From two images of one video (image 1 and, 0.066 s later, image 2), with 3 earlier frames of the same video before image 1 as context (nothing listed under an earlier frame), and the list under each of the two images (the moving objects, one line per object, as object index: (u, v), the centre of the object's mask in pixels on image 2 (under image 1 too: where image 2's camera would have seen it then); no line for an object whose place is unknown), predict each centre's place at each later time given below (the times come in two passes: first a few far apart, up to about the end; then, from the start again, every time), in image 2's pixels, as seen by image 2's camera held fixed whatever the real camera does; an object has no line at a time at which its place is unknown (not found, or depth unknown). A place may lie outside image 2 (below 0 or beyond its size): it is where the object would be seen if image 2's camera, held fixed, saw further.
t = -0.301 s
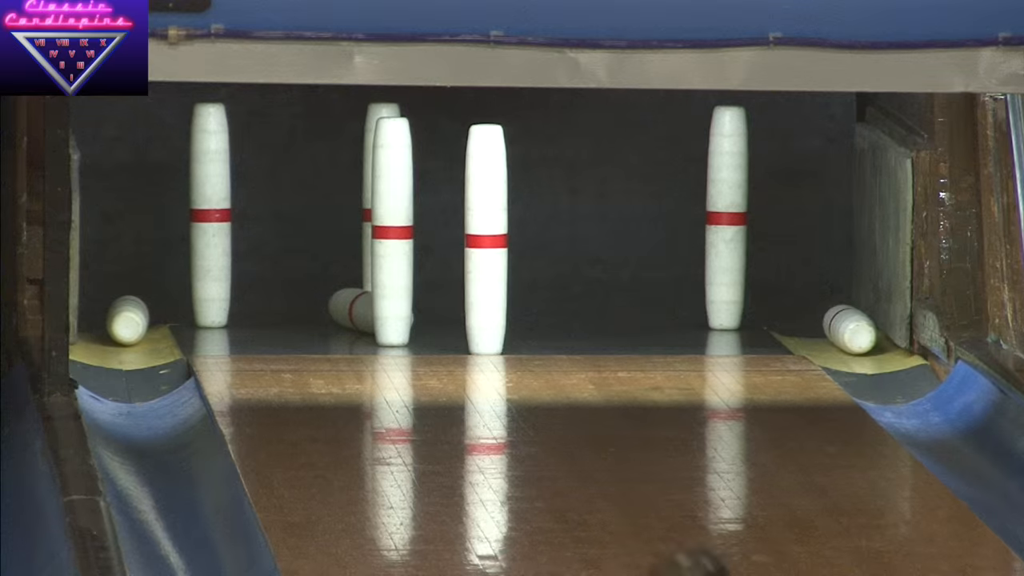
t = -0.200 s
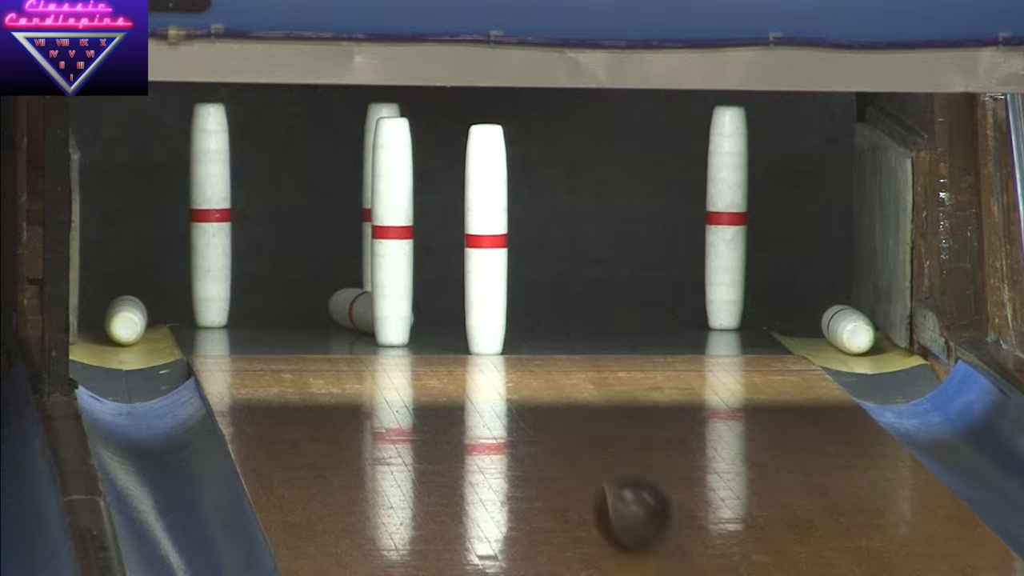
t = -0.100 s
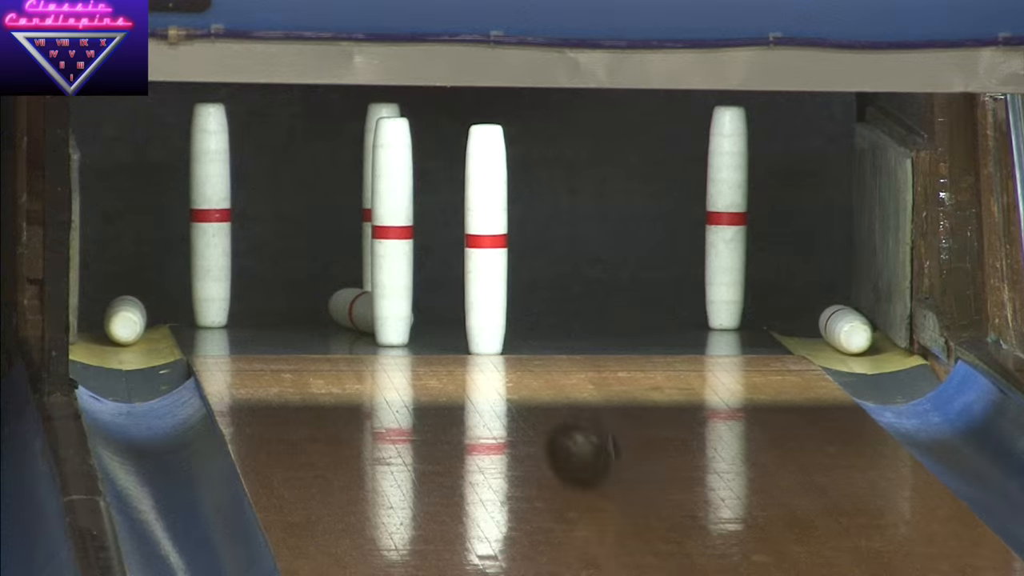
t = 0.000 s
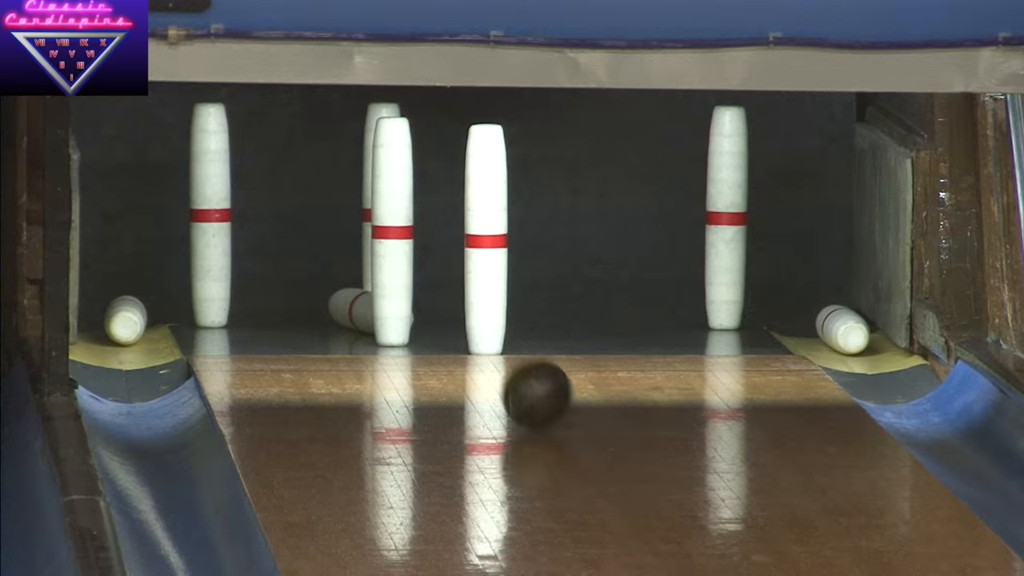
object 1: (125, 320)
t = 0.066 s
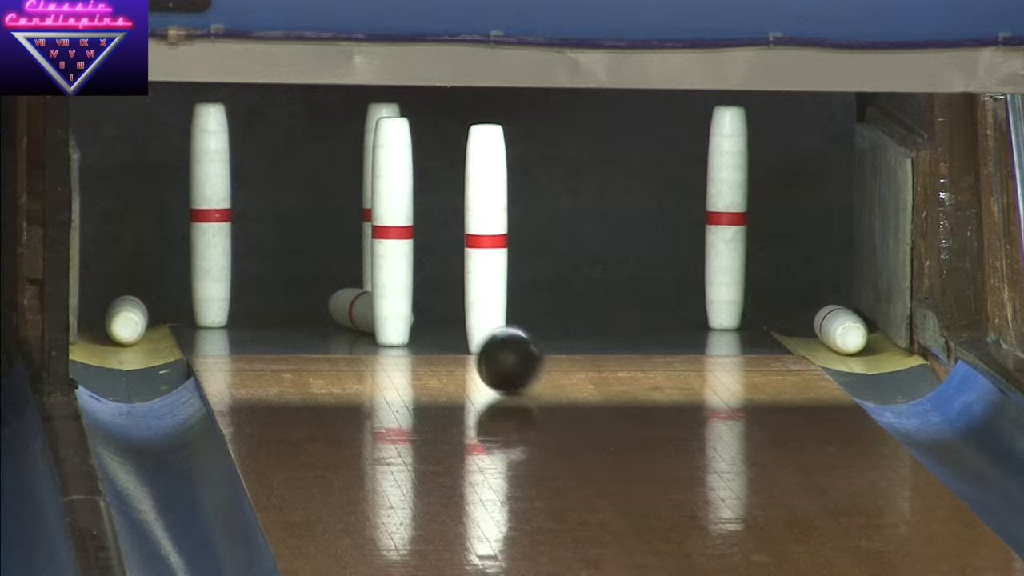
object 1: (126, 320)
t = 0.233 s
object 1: (129, 320)
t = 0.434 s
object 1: (131, 320)
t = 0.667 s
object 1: (109, 319)
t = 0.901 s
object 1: (113, 319)
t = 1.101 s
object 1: (131, 320)
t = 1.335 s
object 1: (148, 319)
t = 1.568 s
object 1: (143, 319)
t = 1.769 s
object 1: (127, 320)
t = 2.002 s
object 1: (109, 319)
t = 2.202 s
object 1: (102, 319)
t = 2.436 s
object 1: (108, 319)
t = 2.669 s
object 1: (125, 320)
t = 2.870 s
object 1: (141, 320)
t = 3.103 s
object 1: (147, 319)
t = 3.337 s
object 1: (135, 320)
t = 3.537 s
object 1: (119, 320)
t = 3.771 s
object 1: (107, 319)
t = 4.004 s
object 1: (106, 319)
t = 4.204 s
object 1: (116, 319)
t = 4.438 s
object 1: (132, 320)
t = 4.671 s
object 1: (145, 319)
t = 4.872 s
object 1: (144, 319)
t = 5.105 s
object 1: (129, 320)
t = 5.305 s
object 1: (116, 319)
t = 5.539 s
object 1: (108, 319)
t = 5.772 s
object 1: (110, 319)
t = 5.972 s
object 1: (119, 320)
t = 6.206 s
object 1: (133, 320)
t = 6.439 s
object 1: (144, 319)
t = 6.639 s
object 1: (141, 320)
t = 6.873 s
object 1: (129, 320)
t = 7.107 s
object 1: (116, 320)
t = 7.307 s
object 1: (110, 319)
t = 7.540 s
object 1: (111, 319)
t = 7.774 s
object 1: (119, 320)
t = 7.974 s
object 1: (131, 320)
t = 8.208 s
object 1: (141, 320)
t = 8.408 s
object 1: (142, 320)
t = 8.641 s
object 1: (133, 320)
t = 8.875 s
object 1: (121, 320)
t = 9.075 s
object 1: (114, 319)
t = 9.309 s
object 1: (112, 319)
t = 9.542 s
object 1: (117, 320)
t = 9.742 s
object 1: (126, 320)
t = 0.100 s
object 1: (127, 320)
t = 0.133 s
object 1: (128, 320)
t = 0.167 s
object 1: (128, 320)
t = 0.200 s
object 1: (129, 320)
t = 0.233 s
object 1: (129, 320)
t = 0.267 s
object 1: (130, 320)
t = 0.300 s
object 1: (130, 320)
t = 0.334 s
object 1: (130, 320)
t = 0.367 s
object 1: (130, 320)
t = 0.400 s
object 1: (131, 320)
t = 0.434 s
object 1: (131, 320)
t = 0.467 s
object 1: (131, 320)
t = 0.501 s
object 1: (130, 322)
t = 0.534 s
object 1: (131, 320)
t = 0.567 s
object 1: (127, 319)
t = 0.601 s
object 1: (119, 319)
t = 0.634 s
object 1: (113, 319)
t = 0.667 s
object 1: (109, 319)
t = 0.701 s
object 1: (106, 319)
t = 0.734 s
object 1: (105, 319)
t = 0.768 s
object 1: (104, 319)
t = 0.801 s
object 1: (105, 319)
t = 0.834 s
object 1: (107, 319)
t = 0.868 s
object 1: (110, 319)
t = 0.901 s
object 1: (113, 319)
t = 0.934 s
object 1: (116, 320)
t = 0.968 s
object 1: (119, 320)
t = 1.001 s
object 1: (122, 320)
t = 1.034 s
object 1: (125, 320)
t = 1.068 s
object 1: (128, 320)
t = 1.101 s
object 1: (131, 320)
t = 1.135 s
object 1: (134, 320)
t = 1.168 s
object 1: (137, 320)
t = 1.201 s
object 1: (140, 320)
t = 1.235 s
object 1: (142, 320)
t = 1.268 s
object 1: (144, 319)
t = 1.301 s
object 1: (146, 319)
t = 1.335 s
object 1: (148, 319)
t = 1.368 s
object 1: (149, 319)
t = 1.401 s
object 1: (149, 319)
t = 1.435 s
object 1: (149, 319)
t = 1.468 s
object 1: (148, 319)
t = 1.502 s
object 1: (147, 319)
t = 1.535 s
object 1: (145, 319)
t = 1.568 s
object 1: (143, 319)
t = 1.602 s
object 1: (141, 319)
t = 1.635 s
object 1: (138, 320)
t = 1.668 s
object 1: (136, 320)
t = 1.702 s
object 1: (133, 320)
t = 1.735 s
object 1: (130, 320)
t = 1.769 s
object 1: (127, 320)
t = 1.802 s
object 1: (124, 320)
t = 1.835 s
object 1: (121, 320)
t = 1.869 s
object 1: (119, 320)
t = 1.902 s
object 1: (116, 320)
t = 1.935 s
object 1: (114, 319)
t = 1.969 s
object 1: (111, 319)
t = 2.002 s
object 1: (109, 319)
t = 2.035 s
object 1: (107, 319)
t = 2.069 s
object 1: (106, 319)
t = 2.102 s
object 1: (104, 319)
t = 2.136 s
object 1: (103, 319)
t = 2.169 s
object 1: (103, 319)
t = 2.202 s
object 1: (102, 319)
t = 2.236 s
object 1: (102, 319)
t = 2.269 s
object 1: (103, 319)
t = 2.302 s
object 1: (103, 319)
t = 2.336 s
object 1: (104, 319)
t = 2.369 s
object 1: (105, 319)
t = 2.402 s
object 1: (106, 319)
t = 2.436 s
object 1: (108, 319)
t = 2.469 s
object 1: (110, 319)
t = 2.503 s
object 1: (112, 319)
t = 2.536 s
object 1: (114, 319)
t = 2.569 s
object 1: (117, 320)
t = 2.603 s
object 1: (119, 320)
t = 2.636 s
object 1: (122, 320)
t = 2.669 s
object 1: (125, 320)
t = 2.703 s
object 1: (128, 320)
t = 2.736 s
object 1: (131, 320)
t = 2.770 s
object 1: (133, 320)
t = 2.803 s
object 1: (136, 320)
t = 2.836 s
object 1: (138, 320)
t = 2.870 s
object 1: (141, 320)
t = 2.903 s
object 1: (143, 320)
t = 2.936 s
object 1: (145, 319)
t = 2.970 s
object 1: (146, 319)
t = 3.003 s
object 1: (147, 319)
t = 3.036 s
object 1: (148, 319)
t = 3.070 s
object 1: (148, 319)
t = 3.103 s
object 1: (147, 319)
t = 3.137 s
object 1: (147, 319)
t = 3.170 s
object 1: (145, 319)
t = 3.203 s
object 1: (144, 320)
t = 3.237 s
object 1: (142, 320)
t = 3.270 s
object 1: (140, 320)
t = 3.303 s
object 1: (137, 320)
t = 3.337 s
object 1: (135, 320)
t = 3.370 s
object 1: (132, 320)
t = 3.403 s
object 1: (130, 320)
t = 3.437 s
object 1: (127, 320)
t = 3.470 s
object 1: (124, 320)
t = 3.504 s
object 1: (122, 320)
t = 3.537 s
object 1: (119, 320)
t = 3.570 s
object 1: (117, 320)
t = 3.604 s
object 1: (115, 320)
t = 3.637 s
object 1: (113, 319)
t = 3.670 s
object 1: (111, 319)
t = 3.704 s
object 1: (110, 319)
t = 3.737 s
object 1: (108, 319)
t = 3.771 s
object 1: (107, 319)
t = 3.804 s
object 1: (106, 319)
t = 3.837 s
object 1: (105, 319)
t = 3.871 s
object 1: (105, 319)
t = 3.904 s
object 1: (105, 319)
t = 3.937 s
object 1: (105, 319)
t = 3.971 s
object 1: (105, 319)
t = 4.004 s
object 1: (106, 319)
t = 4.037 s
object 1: (107, 319)
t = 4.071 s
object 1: (109, 319)
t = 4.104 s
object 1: (110, 319)
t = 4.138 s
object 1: (112, 319)
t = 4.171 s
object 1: (114, 319)
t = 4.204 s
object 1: (116, 319)
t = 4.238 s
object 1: (118, 320)
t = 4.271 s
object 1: (120, 320)
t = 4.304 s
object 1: (123, 320)
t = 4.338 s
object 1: (125, 320)
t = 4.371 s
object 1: (128, 320)
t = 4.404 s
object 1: (130, 320)
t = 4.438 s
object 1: (132, 320)
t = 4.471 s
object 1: (135, 320)
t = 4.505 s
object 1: (137, 320)
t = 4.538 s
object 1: (139, 320)
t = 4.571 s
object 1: (141, 320)
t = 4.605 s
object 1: (142, 319)
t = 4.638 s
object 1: (144, 319)
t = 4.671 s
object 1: (145, 319)
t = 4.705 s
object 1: (146, 319)
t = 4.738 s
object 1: (146, 319)
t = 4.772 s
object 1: (146, 319)
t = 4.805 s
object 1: (145, 319)
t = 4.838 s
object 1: (145, 319)
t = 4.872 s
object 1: (144, 319)
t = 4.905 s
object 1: (142, 320)
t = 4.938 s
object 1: (140, 320)
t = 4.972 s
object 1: (138, 320)
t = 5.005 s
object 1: (136, 320)
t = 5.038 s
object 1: (134, 320)
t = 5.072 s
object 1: (132, 320)
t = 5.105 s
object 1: (129, 320)
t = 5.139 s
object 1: (127, 320)
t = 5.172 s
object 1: (125, 320)
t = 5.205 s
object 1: (122, 320)
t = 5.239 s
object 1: (120, 320)
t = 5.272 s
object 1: (118, 320)
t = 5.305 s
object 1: (116, 319)
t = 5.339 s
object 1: (115, 319)
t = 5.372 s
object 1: (113, 319)
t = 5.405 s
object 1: (112, 319)
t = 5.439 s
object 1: (110, 319)
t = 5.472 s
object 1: (110, 319)
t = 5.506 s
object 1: (109, 319)
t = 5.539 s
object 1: (108, 319)
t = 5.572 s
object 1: (108, 319)
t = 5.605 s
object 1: (107, 319)
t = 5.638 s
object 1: (107, 319)
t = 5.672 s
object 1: (108, 319)
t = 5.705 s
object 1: (108, 319)
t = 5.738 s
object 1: (109, 319)
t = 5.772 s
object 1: (110, 319)
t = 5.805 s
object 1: (111, 319)
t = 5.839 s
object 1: (112, 319)
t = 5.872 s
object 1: (114, 319)
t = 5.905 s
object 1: (115, 319)
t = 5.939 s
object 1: (117, 320)
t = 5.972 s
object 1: (119, 320)
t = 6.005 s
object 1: (121, 320)
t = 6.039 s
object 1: (123, 320)
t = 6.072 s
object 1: (125, 320)
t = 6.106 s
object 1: (127, 320)
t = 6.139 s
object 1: (129, 320)
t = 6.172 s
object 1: (131, 320)
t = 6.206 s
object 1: (133, 320)
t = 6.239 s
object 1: (135, 320)
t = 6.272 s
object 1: (137, 320)
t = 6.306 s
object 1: (139, 320)
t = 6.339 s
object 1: (140, 320)
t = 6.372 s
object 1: (142, 320)
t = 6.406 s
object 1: (143, 319)
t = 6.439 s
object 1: (144, 319)
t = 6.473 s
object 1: (144, 319)
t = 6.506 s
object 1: (144, 319)
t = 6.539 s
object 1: (144, 319)
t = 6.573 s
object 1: (143, 319)
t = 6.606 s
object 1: (143, 320)
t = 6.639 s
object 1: (141, 320)
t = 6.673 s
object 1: (140, 320)
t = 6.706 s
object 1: (139, 320)
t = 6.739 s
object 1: (137, 320)
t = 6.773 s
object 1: (135, 320)
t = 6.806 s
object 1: (133, 320)
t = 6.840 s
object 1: (131, 320)
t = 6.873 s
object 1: (129, 320)
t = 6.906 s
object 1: (127, 320)
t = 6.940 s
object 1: (125, 320)
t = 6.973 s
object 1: (123, 320)
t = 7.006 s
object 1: (121, 320)
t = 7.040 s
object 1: (119, 320)
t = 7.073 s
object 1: (118, 320)
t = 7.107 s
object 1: (116, 320)
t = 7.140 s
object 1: (115, 319)
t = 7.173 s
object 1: (114, 319)
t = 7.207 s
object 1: (113, 319)
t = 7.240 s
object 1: (111, 319)
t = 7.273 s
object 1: (111, 319)
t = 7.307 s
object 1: (110, 319)
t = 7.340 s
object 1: (110, 319)
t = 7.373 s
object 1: (110, 319)
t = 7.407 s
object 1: (109, 319)
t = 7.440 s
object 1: (110, 319)
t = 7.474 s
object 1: (110, 319)
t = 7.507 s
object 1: (110, 319)
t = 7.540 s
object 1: (111, 319)
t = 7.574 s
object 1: (112, 319)
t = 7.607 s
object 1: (113, 319)
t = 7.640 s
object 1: (114, 319)
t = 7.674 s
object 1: (115, 320)
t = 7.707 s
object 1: (116, 320)
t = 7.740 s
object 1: (118, 320)
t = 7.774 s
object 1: (119, 320)
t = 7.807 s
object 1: (121, 320)
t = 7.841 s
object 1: (123, 320)
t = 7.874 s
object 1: (125, 320)
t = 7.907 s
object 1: (127, 320)
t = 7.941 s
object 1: (129, 320)
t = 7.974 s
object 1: (131, 320)
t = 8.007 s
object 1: (132, 320)
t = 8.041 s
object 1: (134, 320)
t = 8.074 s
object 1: (136, 320)
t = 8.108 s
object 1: (137, 320)
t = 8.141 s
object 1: (139, 320)
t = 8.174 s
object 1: (140, 320)
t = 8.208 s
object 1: (141, 320)
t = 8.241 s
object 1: (142, 320)
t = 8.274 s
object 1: (143, 320)
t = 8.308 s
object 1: (143, 320)
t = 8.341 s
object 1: (143, 320)
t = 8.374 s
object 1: (143, 320)
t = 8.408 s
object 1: (142, 320)
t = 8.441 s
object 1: (141, 320)
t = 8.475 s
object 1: (140, 320)
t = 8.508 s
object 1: (139, 320)
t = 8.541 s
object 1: (138, 320)
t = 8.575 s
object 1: (136, 320)
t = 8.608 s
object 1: (134, 320)
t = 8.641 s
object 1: (133, 320)
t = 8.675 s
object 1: (131, 320)
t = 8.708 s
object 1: (129, 320)
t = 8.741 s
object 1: (128, 320)
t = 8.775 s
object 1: (126, 320)
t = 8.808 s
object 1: (124, 320)
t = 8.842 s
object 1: (122, 320)
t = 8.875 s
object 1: (121, 320)
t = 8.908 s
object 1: (119, 320)
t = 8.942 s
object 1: (118, 320)
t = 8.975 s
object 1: (117, 320)
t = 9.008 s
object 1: (116, 320)
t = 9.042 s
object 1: (115, 319)
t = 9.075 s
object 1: (114, 319)
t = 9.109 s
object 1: (113, 320)
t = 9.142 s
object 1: (113, 319)
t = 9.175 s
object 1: (112, 319)
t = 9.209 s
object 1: (112, 319)
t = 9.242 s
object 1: (112, 319)
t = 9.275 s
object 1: (112, 319)
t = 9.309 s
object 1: (112, 319)
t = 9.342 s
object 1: (112, 319)
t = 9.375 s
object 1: (113, 319)
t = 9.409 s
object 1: (113, 319)
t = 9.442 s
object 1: (114, 319)
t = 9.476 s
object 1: (115, 319)
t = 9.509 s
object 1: (116, 319)
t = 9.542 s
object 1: (117, 320)
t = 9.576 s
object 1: (118, 320)
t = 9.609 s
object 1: (119, 320)
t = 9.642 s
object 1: (121, 320)
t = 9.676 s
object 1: (123, 320)
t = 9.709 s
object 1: (124, 320)
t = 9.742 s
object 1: (126, 320)
